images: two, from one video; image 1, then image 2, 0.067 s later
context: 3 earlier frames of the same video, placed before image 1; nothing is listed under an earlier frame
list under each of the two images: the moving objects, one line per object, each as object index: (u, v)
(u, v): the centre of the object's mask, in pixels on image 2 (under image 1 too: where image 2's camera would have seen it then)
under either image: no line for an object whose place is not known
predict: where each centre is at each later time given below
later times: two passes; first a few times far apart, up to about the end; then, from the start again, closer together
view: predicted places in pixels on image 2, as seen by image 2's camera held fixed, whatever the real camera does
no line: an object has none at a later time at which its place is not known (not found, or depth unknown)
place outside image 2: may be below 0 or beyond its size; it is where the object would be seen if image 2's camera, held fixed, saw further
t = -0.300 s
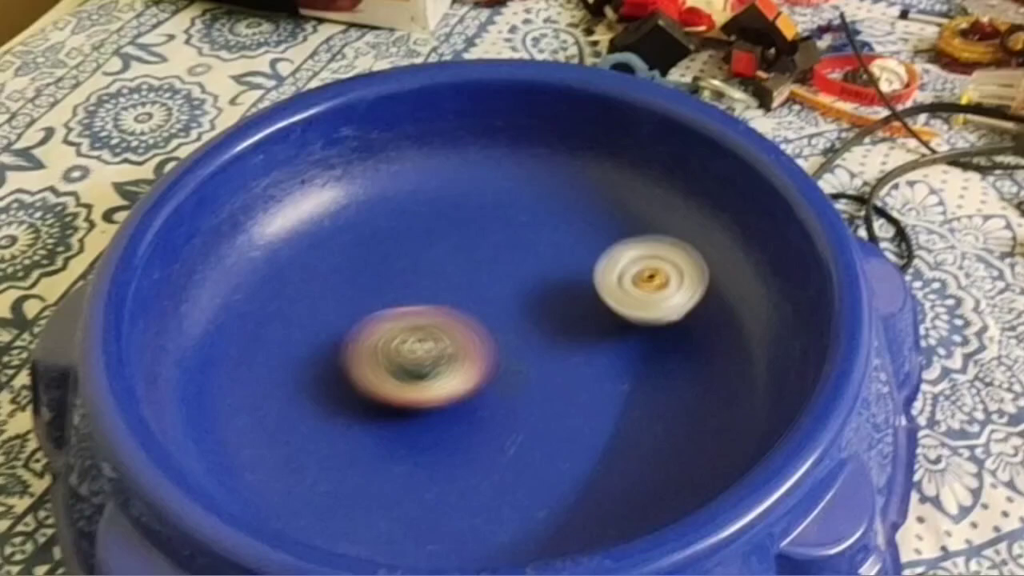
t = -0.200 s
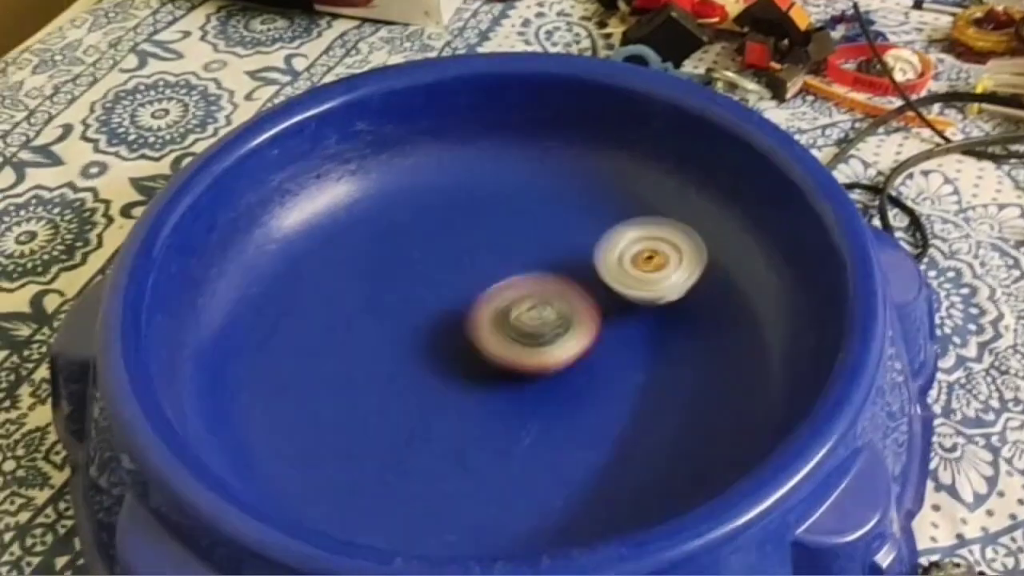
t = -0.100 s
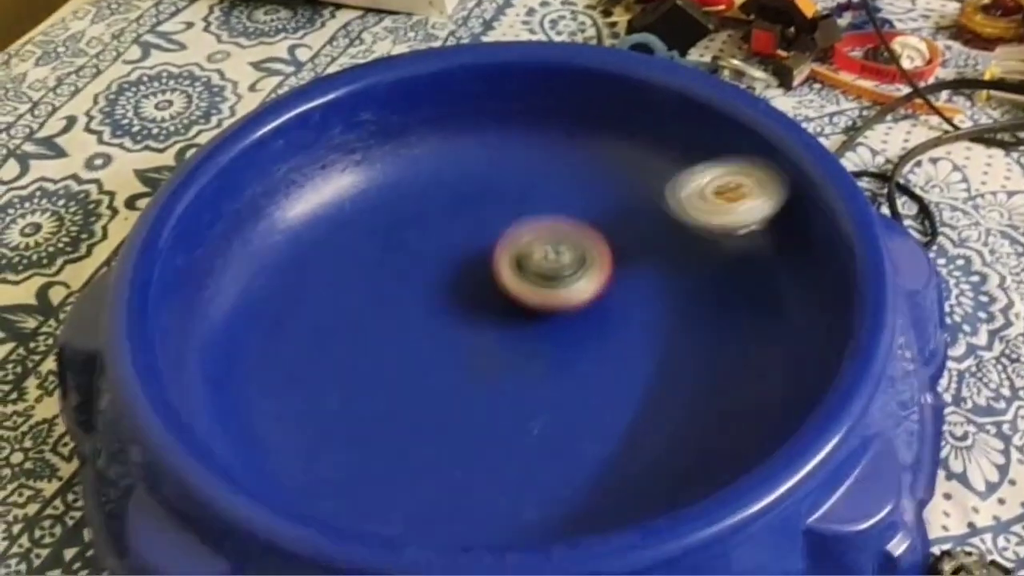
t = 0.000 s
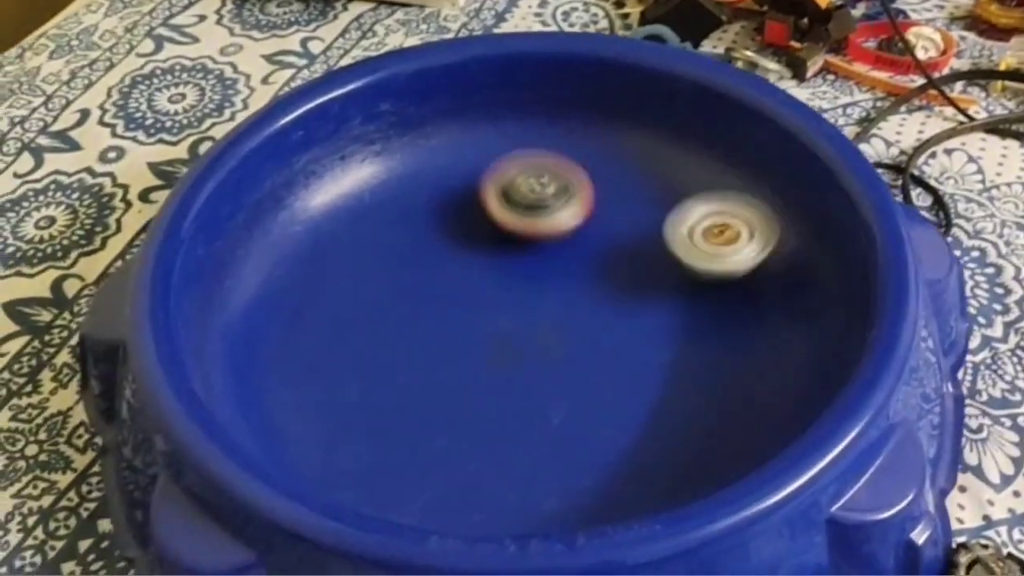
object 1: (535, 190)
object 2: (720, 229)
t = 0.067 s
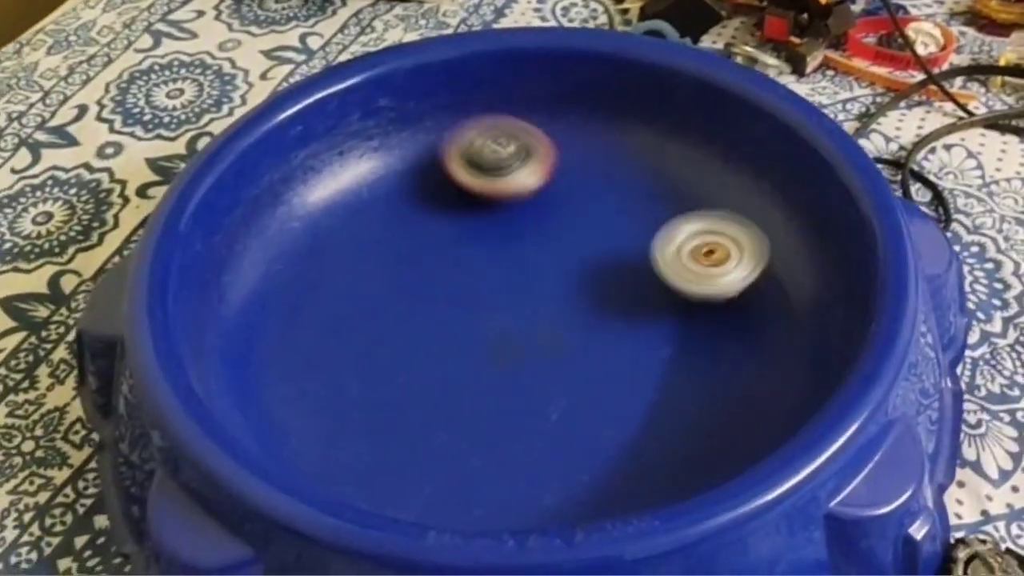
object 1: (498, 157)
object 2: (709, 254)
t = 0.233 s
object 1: (377, 197)
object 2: (668, 313)
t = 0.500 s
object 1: (416, 468)
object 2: (490, 360)
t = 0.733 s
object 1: (776, 336)
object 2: (372, 306)
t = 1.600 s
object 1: (728, 255)
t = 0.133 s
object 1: (450, 144)
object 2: (699, 279)
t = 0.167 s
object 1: (426, 158)
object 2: (692, 290)
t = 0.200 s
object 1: (400, 175)
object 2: (680, 302)
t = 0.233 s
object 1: (377, 197)
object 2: (668, 313)
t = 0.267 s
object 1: (357, 226)
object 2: (653, 324)
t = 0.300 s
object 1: (343, 254)
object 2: (635, 334)
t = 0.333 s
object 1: (334, 285)
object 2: (614, 343)
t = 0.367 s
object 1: (333, 322)
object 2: (591, 350)
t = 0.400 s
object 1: (339, 360)
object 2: (567, 355)
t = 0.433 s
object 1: (354, 400)
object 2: (540, 360)
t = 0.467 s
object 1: (380, 438)
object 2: (515, 361)
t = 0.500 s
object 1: (416, 468)
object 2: (490, 360)
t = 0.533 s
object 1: (467, 484)
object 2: (465, 357)
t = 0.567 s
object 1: (526, 488)
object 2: (442, 352)
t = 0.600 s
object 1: (595, 479)
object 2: (421, 345)
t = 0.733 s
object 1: (776, 336)
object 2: (372, 306)
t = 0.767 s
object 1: (771, 288)
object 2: (368, 296)
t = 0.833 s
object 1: (716, 197)
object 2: (364, 276)
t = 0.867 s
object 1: (661, 168)
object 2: (366, 267)
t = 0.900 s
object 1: (597, 149)
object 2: (369, 260)
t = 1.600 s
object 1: (728, 255)
